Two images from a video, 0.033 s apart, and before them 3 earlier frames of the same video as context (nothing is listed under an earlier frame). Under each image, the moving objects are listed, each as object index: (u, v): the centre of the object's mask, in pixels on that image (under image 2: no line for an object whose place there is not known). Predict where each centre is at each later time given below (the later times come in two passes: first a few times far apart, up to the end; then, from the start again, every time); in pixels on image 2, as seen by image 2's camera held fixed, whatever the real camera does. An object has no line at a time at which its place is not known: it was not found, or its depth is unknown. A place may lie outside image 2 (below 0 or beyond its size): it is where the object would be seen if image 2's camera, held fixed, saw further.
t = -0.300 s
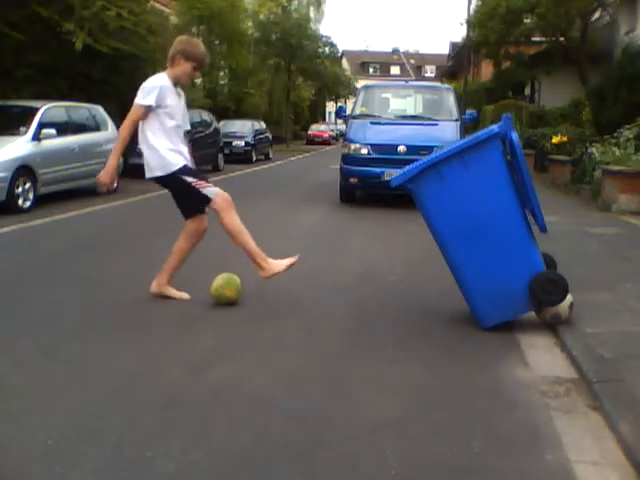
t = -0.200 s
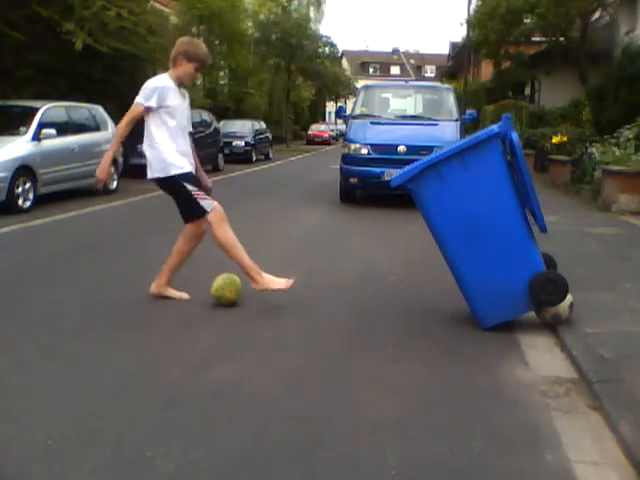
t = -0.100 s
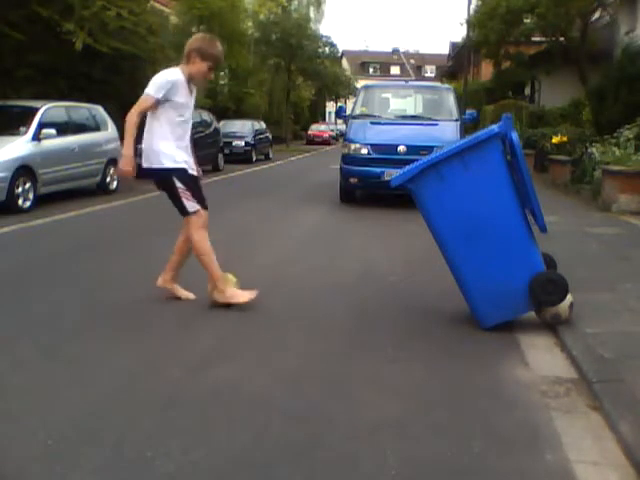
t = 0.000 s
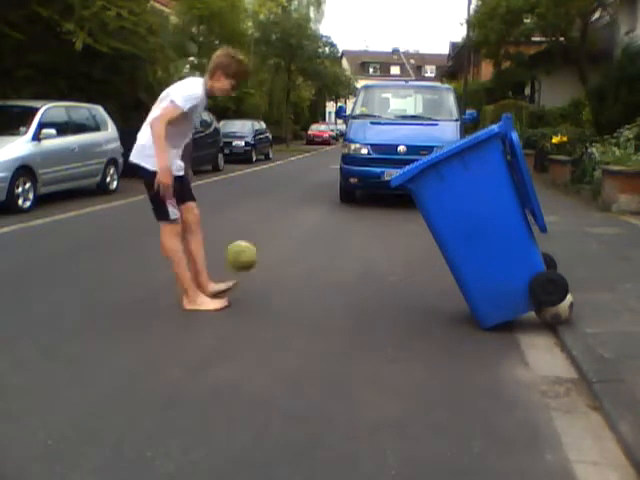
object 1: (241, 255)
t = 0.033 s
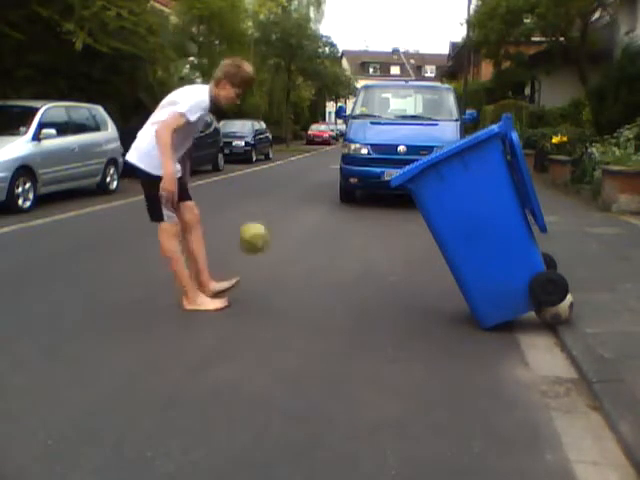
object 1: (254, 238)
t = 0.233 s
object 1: (327, 155)
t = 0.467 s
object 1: (419, 130)
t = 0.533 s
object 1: (445, 137)
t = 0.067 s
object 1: (265, 220)
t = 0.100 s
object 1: (277, 204)
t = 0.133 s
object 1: (288, 190)
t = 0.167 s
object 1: (302, 176)
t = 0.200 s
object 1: (314, 165)
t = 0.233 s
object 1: (327, 155)
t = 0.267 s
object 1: (339, 146)
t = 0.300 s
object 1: (352, 140)
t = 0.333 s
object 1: (366, 133)
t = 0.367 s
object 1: (379, 129)
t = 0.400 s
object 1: (392, 128)
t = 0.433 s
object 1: (405, 128)
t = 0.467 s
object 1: (419, 130)
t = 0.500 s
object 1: (433, 135)
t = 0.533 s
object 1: (445, 137)
